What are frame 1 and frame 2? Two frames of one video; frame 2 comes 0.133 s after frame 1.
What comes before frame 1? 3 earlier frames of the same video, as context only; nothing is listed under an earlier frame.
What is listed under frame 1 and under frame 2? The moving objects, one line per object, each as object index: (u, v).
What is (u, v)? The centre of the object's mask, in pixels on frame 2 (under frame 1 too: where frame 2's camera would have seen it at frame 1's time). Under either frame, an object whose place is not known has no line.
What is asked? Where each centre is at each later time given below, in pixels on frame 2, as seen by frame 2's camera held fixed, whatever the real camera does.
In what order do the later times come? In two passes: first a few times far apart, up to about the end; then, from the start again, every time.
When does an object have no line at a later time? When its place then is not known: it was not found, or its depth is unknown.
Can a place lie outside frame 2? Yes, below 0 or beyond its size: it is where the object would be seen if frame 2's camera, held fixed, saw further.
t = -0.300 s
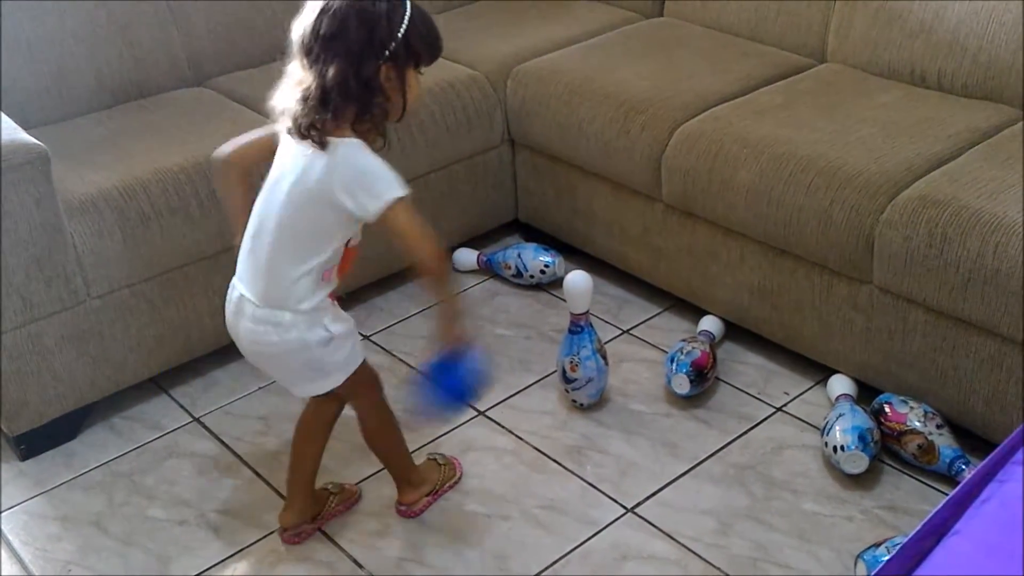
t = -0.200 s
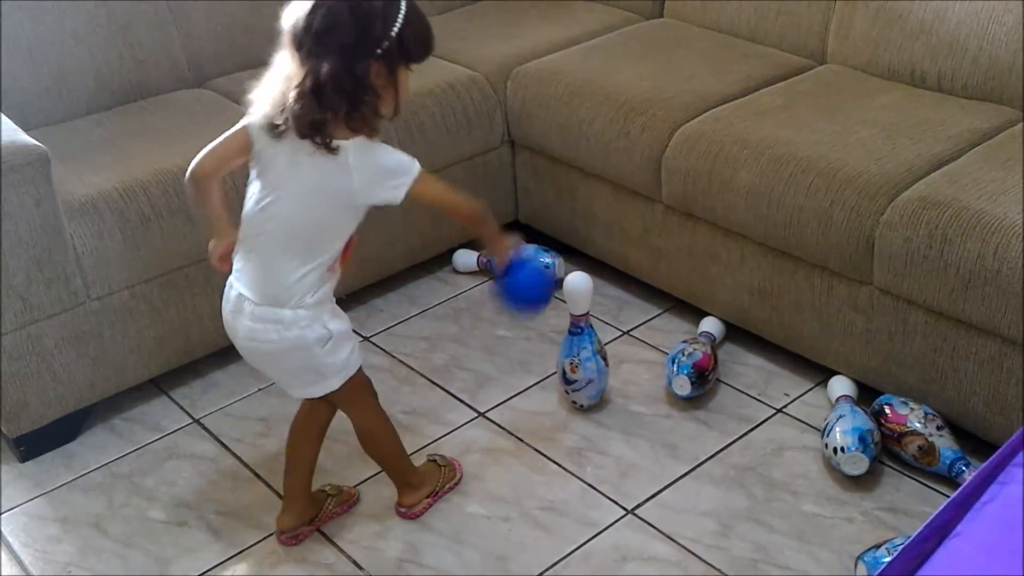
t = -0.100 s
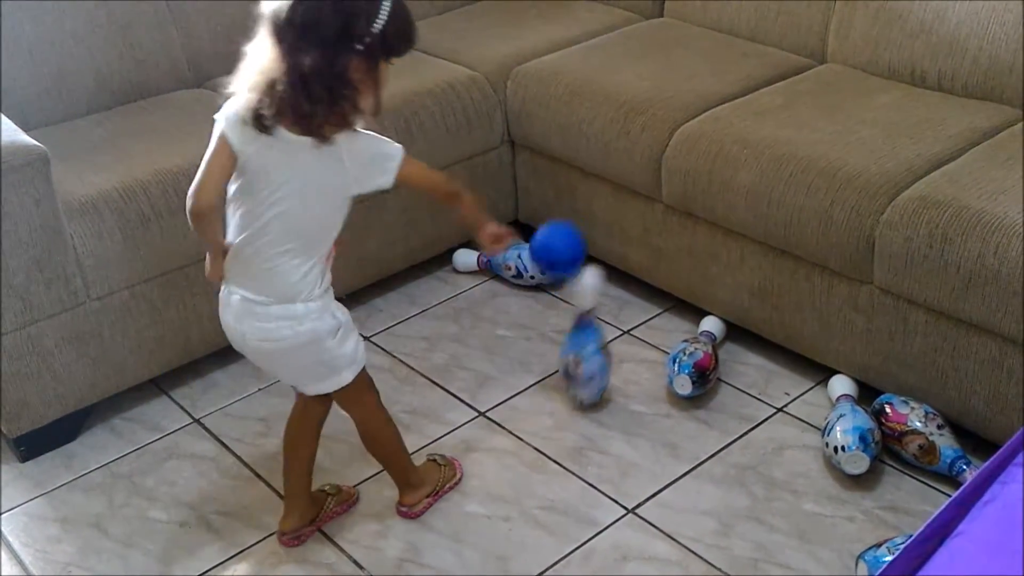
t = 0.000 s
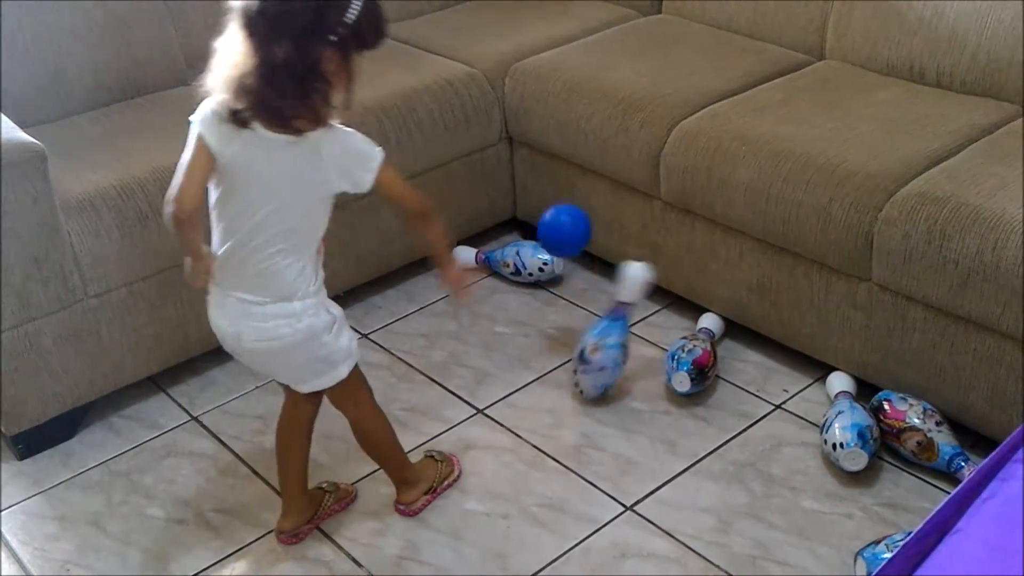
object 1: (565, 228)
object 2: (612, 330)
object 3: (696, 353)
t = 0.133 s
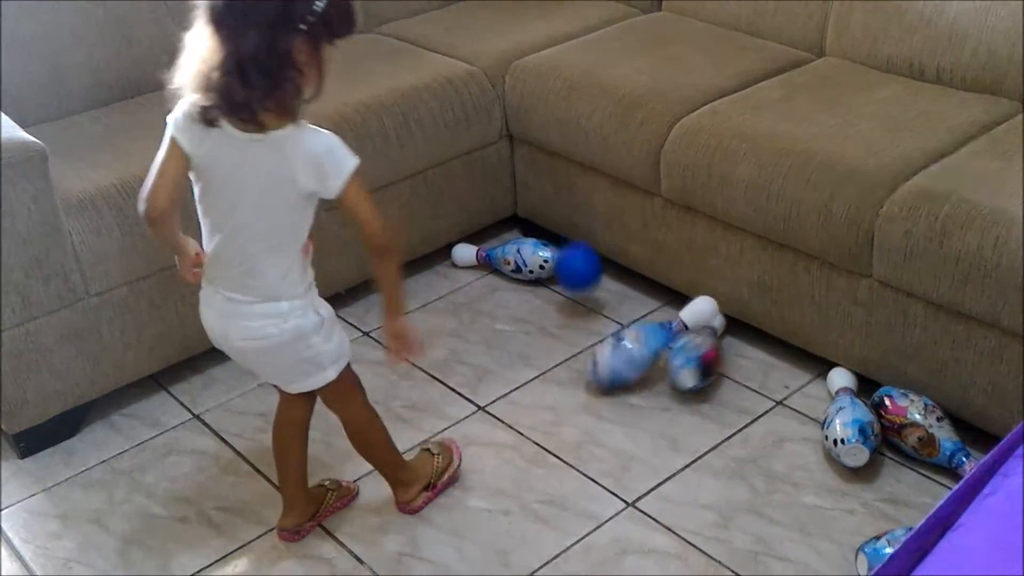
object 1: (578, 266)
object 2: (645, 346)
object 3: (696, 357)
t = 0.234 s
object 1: (574, 231)
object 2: (636, 343)
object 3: (720, 358)
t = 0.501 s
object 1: (540, 217)
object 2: (611, 320)
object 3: (761, 354)
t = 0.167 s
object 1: (580, 279)
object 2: (643, 342)
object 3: (705, 357)
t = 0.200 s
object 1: (576, 253)
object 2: (640, 342)
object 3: (713, 359)
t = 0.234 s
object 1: (574, 231)
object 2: (636, 343)
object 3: (720, 358)
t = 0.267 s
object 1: (571, 213)
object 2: (633, 338)
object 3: (727, 358)
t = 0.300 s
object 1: (568, 198)
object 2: (631, 332)
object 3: (733, 358)
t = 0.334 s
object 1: (566, 188)
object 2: (629, 329)
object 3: (740, 358)
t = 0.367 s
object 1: (563, 183)
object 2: (626, 328)
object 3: (745, 358)
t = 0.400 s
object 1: (557, 184)
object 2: (621, 323)
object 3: (750, 356)
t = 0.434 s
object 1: (550, 191)
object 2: (618, 318)
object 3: (754, 356)
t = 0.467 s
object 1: (545, 202)
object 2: (614, 321)
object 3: (757, 356)
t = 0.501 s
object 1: (540, 217)
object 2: (611, 320)
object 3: (761, 354)
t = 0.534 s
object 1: (538, 211)
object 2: (607, 316)
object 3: (763, 352)
